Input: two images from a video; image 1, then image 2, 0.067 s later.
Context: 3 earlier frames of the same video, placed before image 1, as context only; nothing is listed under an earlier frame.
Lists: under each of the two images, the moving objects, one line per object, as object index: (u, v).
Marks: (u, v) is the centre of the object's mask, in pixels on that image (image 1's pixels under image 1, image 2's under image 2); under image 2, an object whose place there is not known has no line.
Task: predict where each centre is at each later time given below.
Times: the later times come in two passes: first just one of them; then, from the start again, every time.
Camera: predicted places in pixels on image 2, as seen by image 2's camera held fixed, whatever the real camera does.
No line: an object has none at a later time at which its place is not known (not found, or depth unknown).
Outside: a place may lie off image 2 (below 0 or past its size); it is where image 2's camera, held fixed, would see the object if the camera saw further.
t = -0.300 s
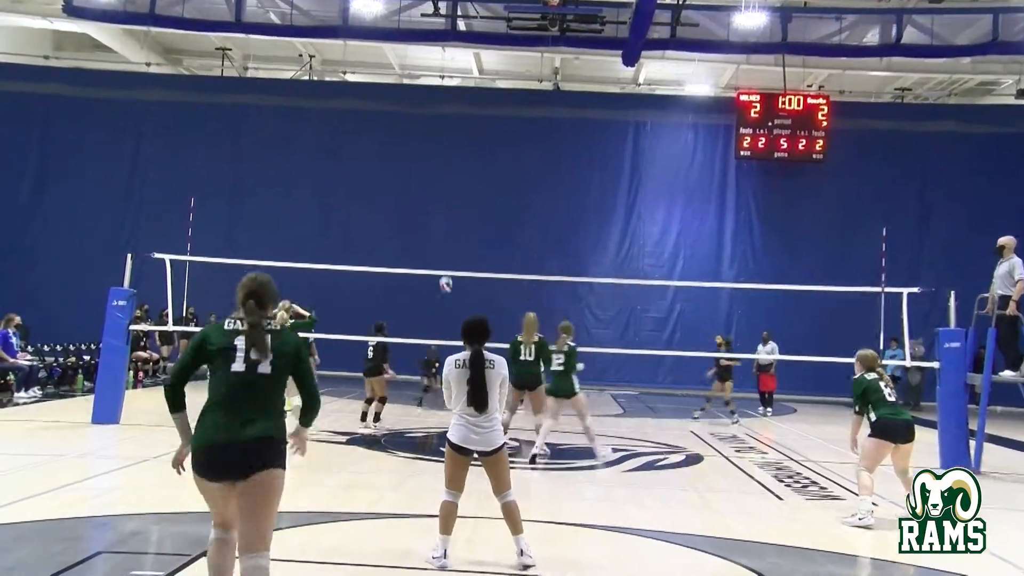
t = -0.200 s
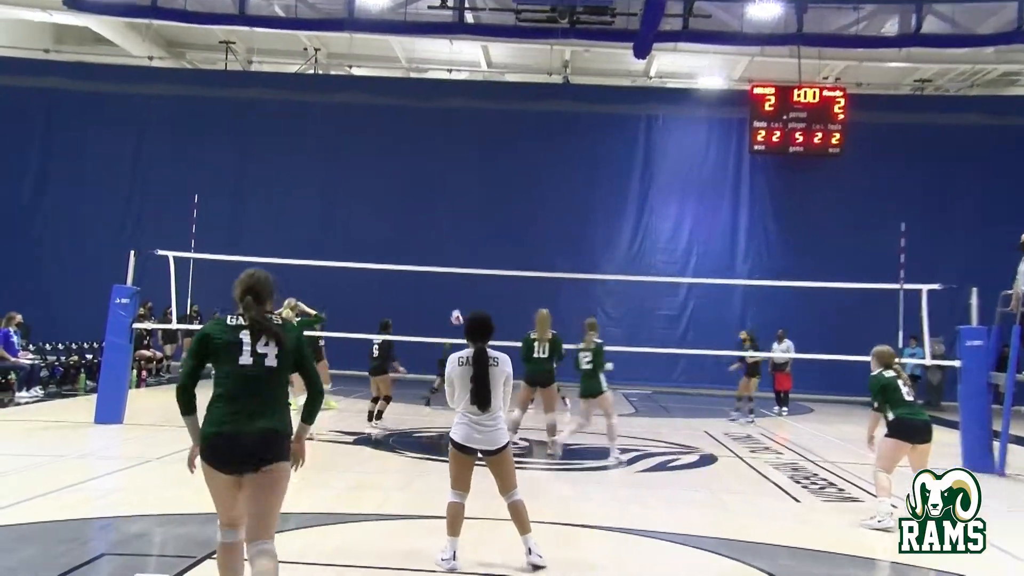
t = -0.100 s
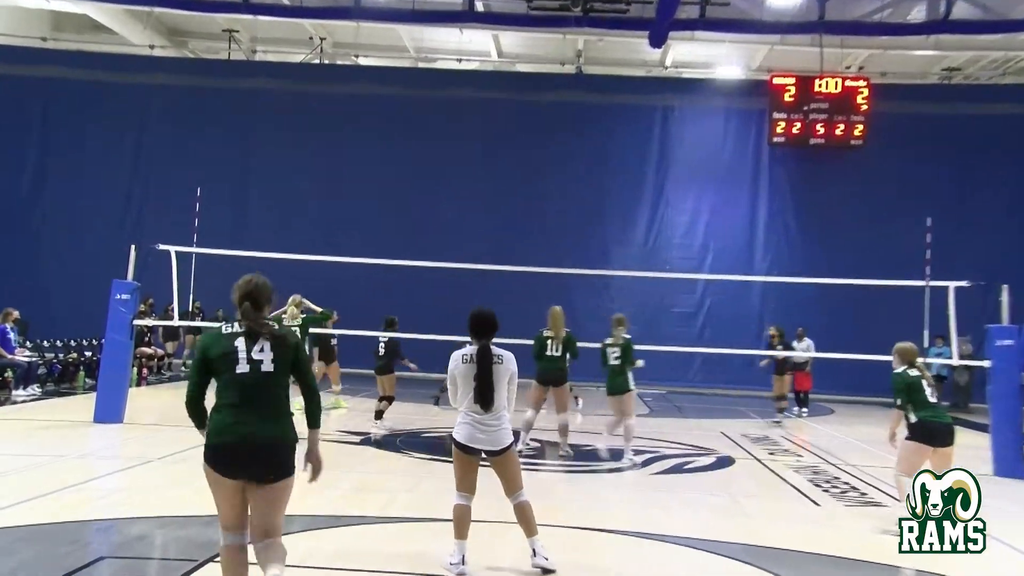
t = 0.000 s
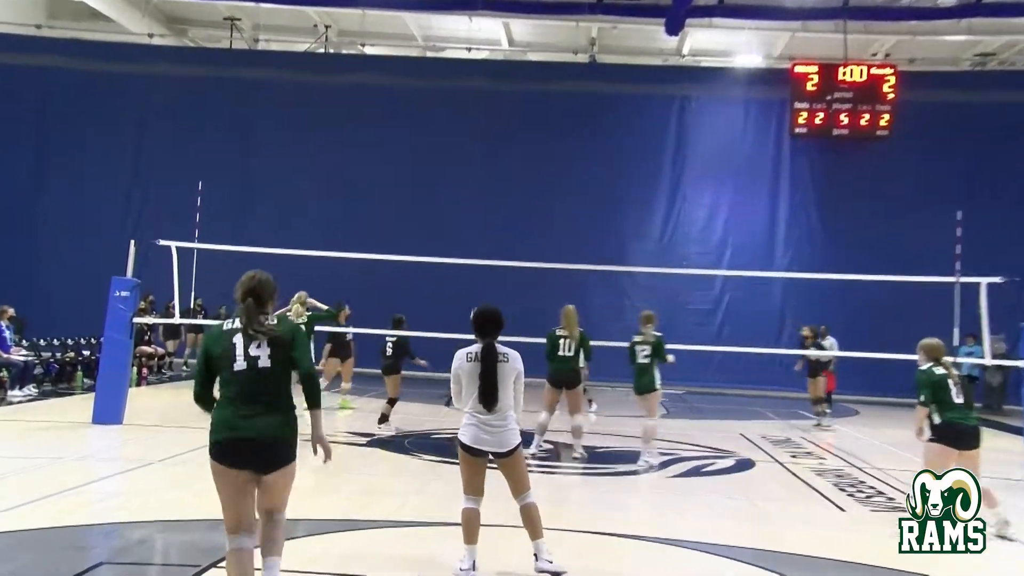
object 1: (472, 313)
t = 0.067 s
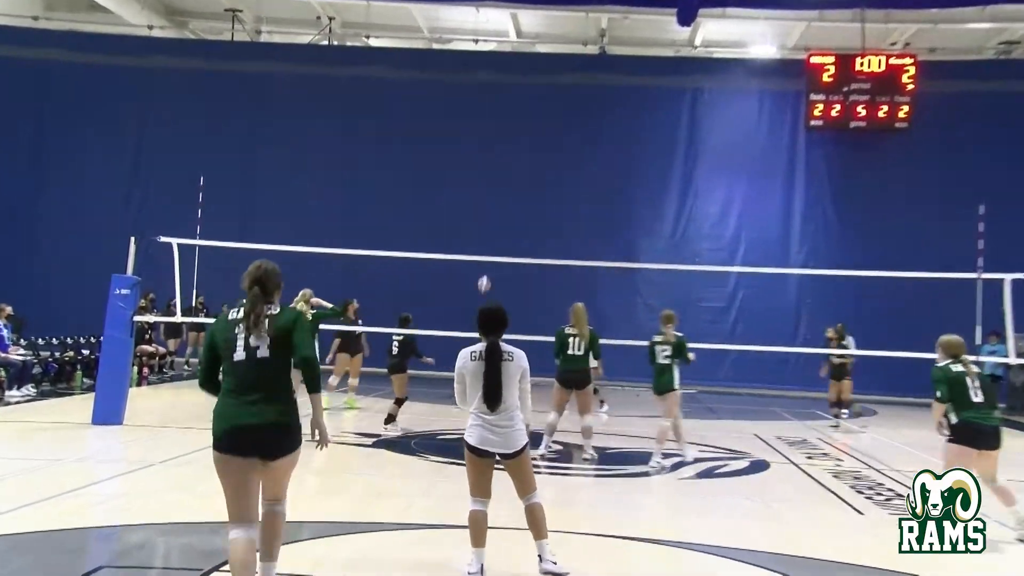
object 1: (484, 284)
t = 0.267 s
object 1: (486, 211)
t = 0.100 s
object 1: (484, 271)
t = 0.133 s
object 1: (484, 258)
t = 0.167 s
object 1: (484, 245)
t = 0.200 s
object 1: (484, 233)
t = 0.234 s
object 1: (485, 222)
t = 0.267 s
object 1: (486, 211)
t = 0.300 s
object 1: (485, 202)
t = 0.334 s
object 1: (485, 194)
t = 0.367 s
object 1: (485, 185)
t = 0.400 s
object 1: (486, 178)
